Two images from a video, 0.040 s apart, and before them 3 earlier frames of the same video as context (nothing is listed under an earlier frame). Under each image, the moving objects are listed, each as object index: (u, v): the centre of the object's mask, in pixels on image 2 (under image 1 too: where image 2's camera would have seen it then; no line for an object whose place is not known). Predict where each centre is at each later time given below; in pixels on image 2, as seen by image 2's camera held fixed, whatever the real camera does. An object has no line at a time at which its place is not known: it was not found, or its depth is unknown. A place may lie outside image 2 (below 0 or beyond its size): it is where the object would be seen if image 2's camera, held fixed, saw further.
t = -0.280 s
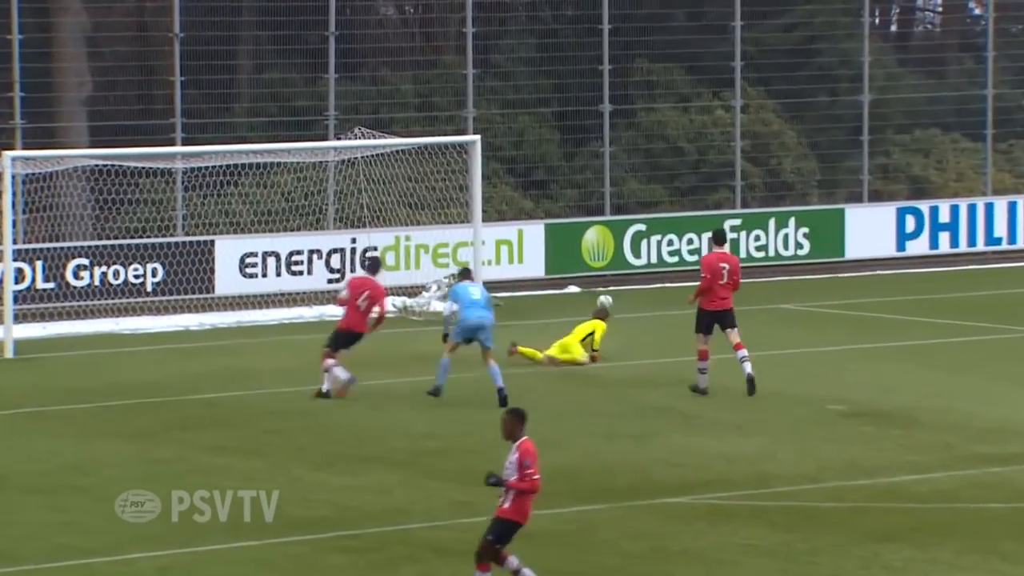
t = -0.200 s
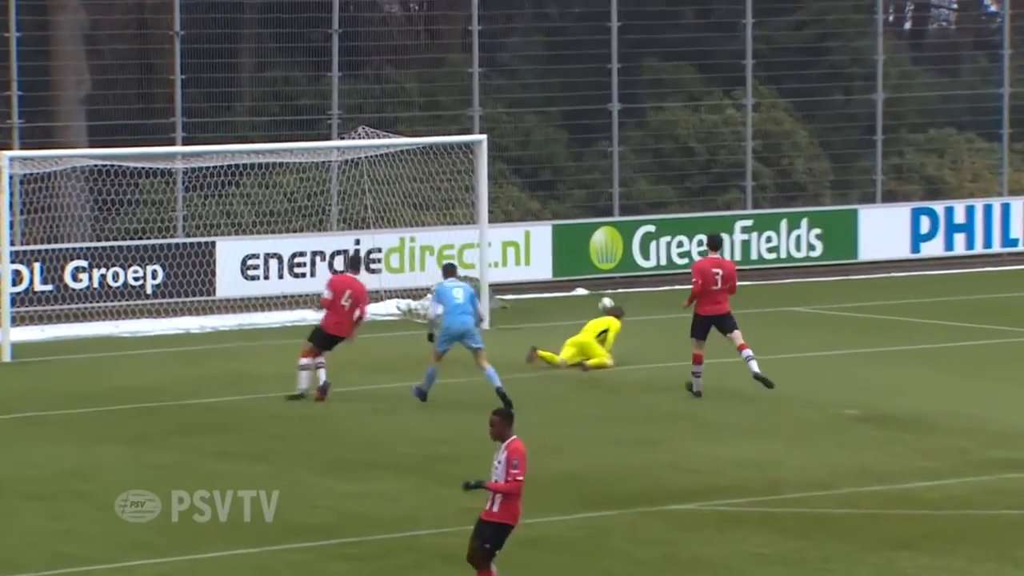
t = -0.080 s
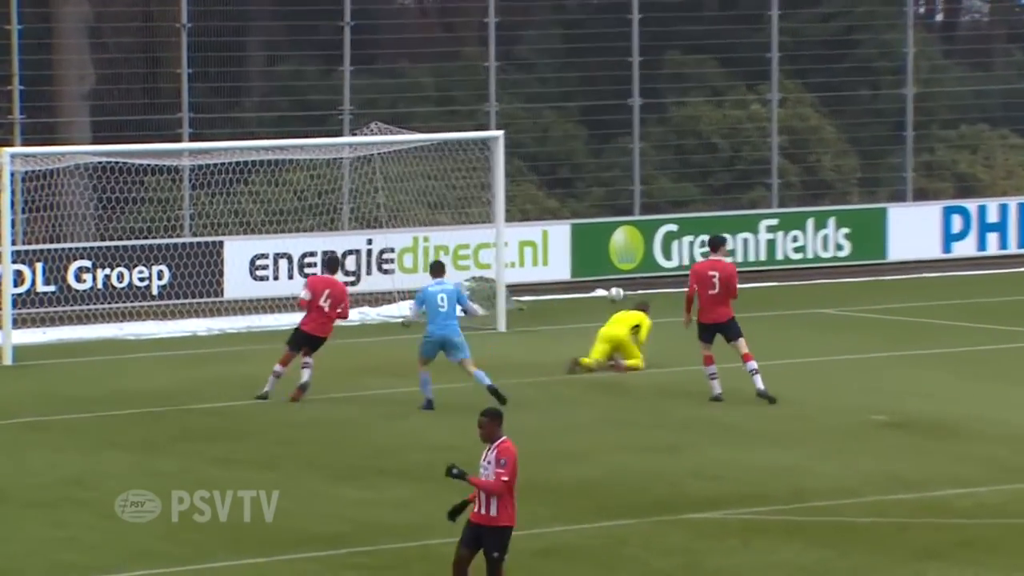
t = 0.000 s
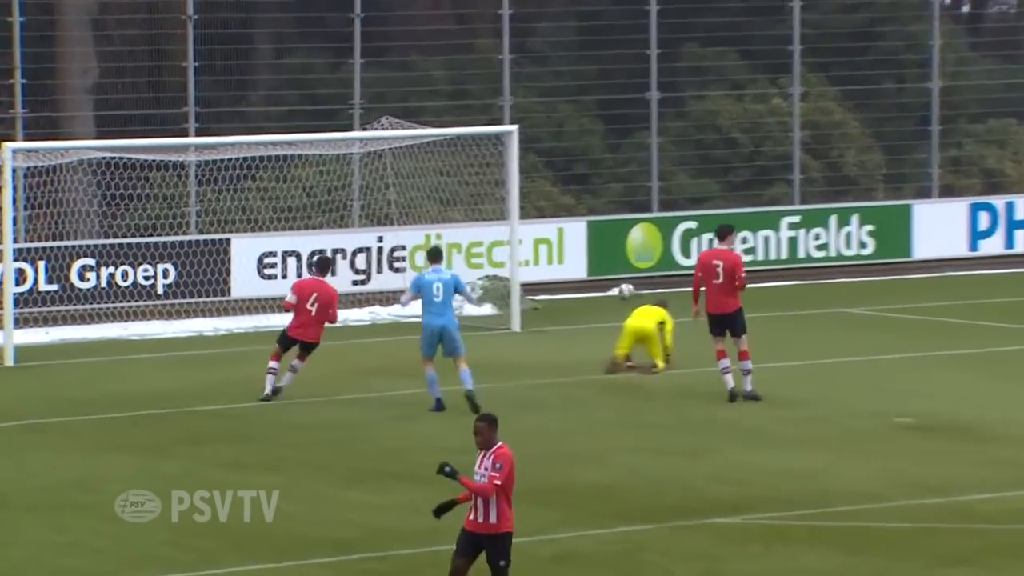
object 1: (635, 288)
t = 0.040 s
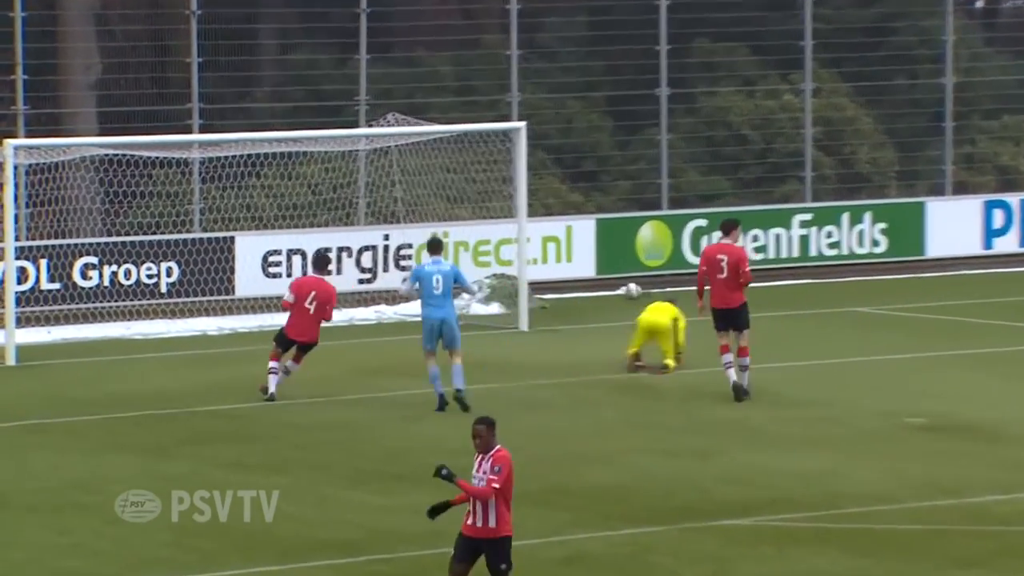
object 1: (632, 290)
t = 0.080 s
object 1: (629, 287)
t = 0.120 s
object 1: (626, 284)
